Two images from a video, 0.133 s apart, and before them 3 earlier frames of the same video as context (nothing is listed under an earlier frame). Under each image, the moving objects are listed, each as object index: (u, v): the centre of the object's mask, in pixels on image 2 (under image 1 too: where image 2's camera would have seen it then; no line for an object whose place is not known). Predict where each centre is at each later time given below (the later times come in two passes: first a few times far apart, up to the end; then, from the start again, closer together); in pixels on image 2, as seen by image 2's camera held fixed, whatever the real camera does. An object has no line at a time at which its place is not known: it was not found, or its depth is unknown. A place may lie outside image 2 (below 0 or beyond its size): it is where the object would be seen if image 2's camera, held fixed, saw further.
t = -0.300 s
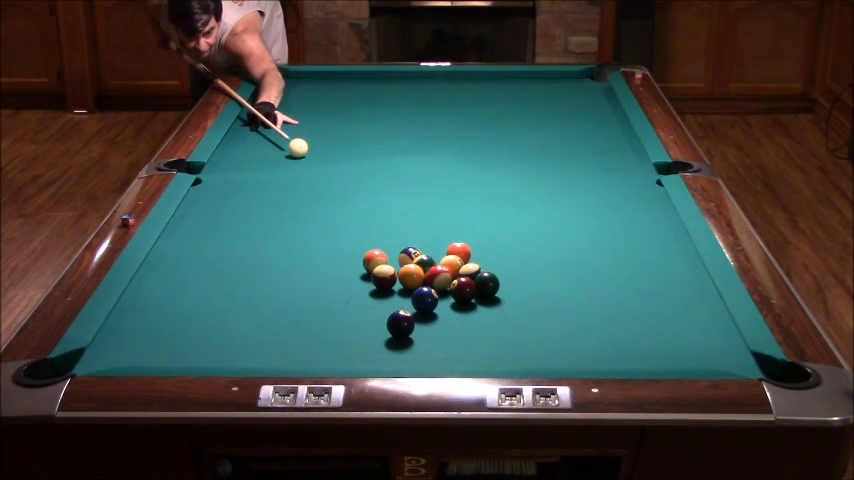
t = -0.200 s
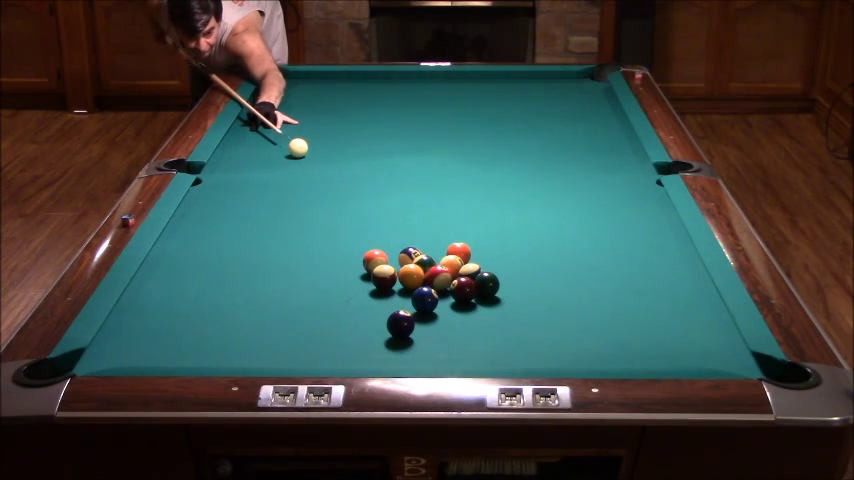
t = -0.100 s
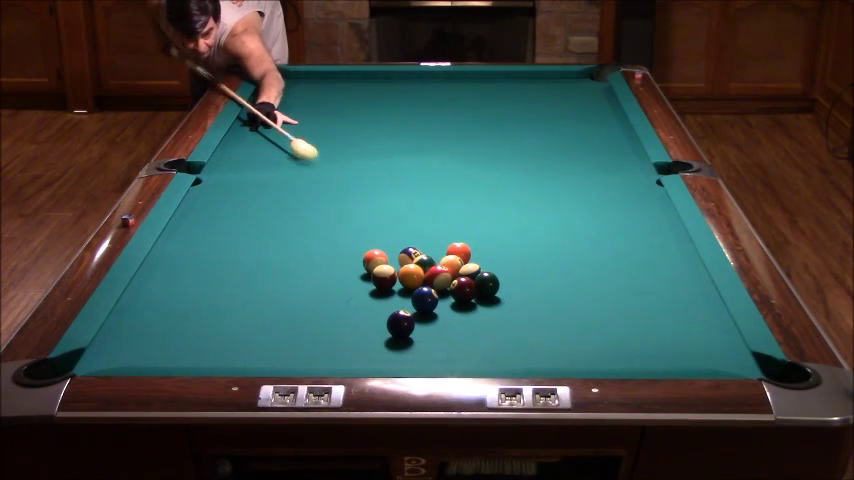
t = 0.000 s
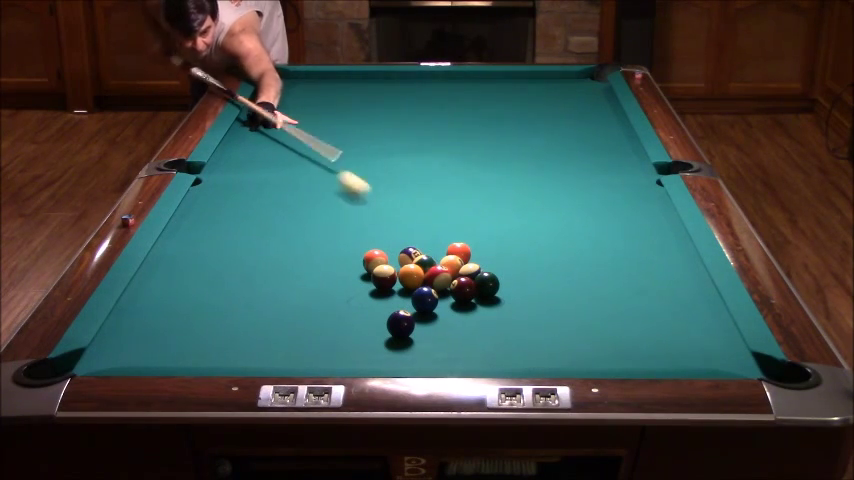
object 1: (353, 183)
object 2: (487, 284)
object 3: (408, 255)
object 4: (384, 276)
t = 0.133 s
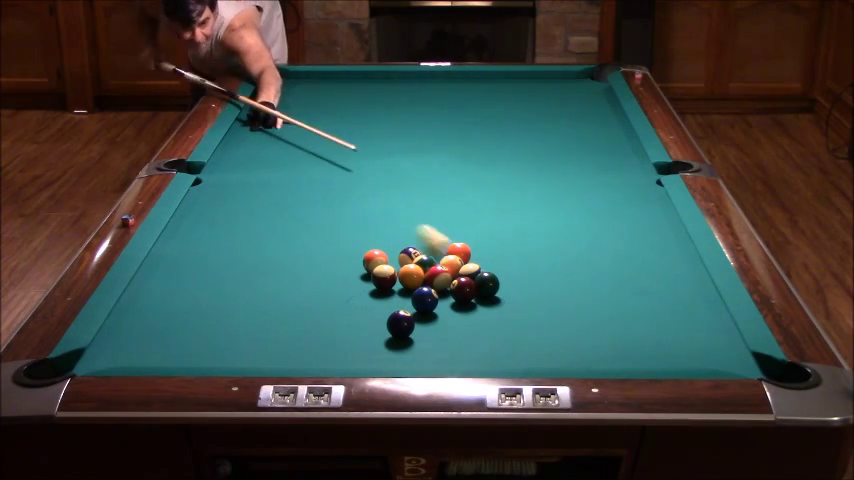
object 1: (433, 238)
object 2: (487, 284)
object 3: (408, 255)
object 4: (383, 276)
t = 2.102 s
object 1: (545, 278)
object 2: (595, 340)
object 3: (377, 272)
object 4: (360, 293)
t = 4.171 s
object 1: (562, 279)
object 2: (622, 353)
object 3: (378, 272)
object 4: (360, 292)
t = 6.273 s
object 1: (562, 279)
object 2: (622, 352)
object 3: (378, 272)
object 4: (360, 292)
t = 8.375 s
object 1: (562, 279)
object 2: (622, 352)
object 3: (378, 272)
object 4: (360, 292)
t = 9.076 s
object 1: (562, 279)
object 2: (622, 353)
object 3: (378, 272)
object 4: (360, 292)
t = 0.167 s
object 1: (437, 246)
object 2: (487, 284)
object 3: (408, 255)
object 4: (383, 276)
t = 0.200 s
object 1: (431, 249)
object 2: (487, 285)
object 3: (407, 255)
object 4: (384, 276)
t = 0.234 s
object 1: (432, 250)
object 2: (486, 285)
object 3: (401, 258)
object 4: (383, 276)
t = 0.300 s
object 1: (436, 252)
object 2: (487, 284)
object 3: (398, 261)
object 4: (383, 276)
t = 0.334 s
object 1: (438, 253)
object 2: (487, 285)
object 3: (397, 262)
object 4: (384, 276)
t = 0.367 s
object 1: (440, 253)
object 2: (487, 285)
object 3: (396, 263)
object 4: (382, 277)
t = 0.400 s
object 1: (440, 253)
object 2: (490, 286)
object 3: (396, 265)
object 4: (381, 277)
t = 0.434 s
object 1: (441, 254)
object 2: (492, 287)
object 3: (395, 267)
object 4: (380, 278)
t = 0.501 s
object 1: (444, 254)
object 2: (498, 290)
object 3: (393, 268)
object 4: (378, 280)
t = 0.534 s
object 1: (445, 255)
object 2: (500, 291)
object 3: (391, 267)
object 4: (376, 280)
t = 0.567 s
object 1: (446, 255)
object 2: (502, 293)
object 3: (390, 268)
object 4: (374, 282)
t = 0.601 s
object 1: (450, 255)
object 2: (505, 294)
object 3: (389, 269)
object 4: (374, 283)
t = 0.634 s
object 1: (453, 255)
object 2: (508, 295)
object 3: (388, 270)
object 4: (373, 283)
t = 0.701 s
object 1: (460, 257)
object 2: (513, 298)
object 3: (386, 269)
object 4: (372, 284)
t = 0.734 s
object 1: (463, 258)
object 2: (515, 299)
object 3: (385, 269)
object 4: (371, 284)
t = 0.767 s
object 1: (466, 259)
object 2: (518, 301)
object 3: (385, 269)
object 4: (370, 285)
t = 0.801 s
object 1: (468, 259)
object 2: (520, 302)
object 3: (384, 270)
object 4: (369, 285)
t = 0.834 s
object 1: (470, 260)
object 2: (523, 303)
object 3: (383, 270)
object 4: (369, 285)
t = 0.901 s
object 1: (475, 261)
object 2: (527, 306)
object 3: (382, 271)
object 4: (367, 286)
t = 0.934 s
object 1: (477, 262)
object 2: (530, 307)
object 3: (381, 271)
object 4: (366, 287)
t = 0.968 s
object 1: (479, 264)
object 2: (532, 308)
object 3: (381, 271)
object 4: (366, 287)
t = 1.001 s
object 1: (482, 264)
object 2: (534, 309)
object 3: (380, 271)
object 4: (365, 287)
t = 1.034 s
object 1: (485, 264)
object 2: (536, 311)
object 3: (379, 271)
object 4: (365, 288)
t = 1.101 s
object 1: (492, 266)
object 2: (541, 313)
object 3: (378, 271)
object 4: (364, 288)
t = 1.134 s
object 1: (495, 267)
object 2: (543, 314)
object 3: (378, 271)
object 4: (363, 289)
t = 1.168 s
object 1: (497, 267)
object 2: (545, 315)
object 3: (378, 271)
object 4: (363, 289)
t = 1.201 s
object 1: (500, 268)
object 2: (548, 316)
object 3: (377, 271)
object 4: (362, 289)
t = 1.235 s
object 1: (502, 269)
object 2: (550, 317)
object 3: (377, 271)
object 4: (362, 290)
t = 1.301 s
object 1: (506, 271)
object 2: (554, 320)
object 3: (377, 271)
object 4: (362, 290)
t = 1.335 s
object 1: (507, 272)
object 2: (556, 321)
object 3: (377, 271)
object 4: (361, 291)
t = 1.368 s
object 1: (509, 272)
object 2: (558, 322)
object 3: (377, 272)
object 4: (361, 291)
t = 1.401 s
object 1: (511, 273)
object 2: (560, 323)
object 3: (377, 272)
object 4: (361, 291)
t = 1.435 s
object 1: (513, 273)
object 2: (561, 324)
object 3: (377, 272)
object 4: (360, 291)
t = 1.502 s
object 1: (516, 274)
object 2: (565, 326)
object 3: (377, 272)
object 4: (360, 292)
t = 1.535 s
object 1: (518, 274)
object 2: (567, 327)
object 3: (377, 272)
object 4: (360, 292)
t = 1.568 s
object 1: (520, 275)
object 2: (569, 328)
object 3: (377, 272)
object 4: (360, 292)
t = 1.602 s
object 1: (522, 275)
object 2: (571, 328)
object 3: (377, 272)
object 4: (360, 292)
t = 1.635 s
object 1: (524, 275)
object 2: (573, 330)
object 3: (377, 272)
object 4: (360, 292)
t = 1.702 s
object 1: (527, 276)
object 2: (576, 332)
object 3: (377, 272)
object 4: (360, 293)
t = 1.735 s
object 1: (529, 276)
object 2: (578, 332)
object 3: (377, 272)
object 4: (360, 293)
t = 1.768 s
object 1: (530, 276)
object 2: (579, 333)
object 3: (377, 272)
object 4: (360, 293)
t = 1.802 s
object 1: (532, 276)
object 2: (581, 334)
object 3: (377, 272)
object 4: (360, 293)
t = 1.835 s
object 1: (534, 277)
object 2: (583, 335)
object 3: (377, 272)
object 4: (360, 293)
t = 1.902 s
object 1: (537, 277)
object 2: (586, 336)
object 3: (377, 272)
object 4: (360, 293)
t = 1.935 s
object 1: (538, 277)
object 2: (587, 337)
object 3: (377, 272)
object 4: (360, 293)
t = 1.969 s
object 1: (540, 277)
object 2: (589, 337)
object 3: (377, 272)
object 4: (360, 293)
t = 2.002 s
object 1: (541, 277)
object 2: (590, 338)
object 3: (377, 272)
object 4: (360, 293)
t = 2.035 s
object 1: (542, 278)
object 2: (592, 339)
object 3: (377, 272)
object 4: (360, 293)
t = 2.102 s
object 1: (545, 278)
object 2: (595, 340)
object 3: (377, 272)
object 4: (360, 293)
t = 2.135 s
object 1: (546, 278)
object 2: (596, 341)
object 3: (377, 272)
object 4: (360, 293)
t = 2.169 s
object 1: (547, 278)
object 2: (597, 341)
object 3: (377, 272)
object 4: (360, 293)
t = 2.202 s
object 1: (548, 278)
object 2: (599, 343)
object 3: (377, 272)
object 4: (360, 293)
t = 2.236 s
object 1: (549, 278)
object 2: (600, 343)
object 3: (377, 272)
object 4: (360, 293)
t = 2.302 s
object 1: (551, 278)
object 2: (603, 344)
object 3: (377, 272)
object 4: (360, 293)
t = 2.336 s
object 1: (552, 278)
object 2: (604, 345)
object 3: (377, 272)
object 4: (360, 293)
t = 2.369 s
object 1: (553, 278)
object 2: (605, 345)
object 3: (377, 272)
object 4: (360, 293)
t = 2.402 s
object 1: (554, 278)
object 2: (606, 346)
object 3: (377, 272)
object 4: (360, 293)
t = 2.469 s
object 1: (556, 278)
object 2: (608, 347)
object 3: (377, 272)
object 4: (360, 293)
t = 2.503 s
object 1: (556, 278)
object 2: (609, 347)
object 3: (377, 272)
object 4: (360, 293)
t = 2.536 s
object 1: (557, 278)
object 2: (610, 348)
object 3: (377, 272)
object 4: (360, 293)
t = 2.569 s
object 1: (558, 278)
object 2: (611, 348)
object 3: (377, 272)
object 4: (360, 293)
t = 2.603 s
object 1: (558, 278)
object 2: (612, 349)
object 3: (377, 272)
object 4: (360, 293)
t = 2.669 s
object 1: (559, 279)
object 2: (614, 349)
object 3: (377, 272)
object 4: (360, 293)
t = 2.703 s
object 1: (560, 279)
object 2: (615, 349)
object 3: (377, 272)
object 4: (360, 293)
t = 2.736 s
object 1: (560, 279)
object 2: (616, 349)
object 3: (377, 272)
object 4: (360, 293)
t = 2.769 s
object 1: (561, 279)
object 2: (616, 350)
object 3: (377, 272)
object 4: (360, 293)
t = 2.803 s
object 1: (561, 279)
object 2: (617, 350)
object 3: (377, 272)
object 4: (360, 293)
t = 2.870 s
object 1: (562, 279)
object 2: (618, 350)
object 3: (377, 272)
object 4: (360, 292)
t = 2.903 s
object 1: (562, 279)
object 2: (619, 351)
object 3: (377, 272)
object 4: (360, 293)
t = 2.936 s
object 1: (562, 279)
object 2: (619, 351)
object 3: (377, 272)
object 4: (360, 293)
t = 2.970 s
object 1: (562, 279)
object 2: (620, 351)
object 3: (377, 272)
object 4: (360, 293)
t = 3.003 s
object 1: (562, 279)
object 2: (621, 351)
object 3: (377, 272)
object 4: (360, 293)
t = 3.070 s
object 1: (562, 279)
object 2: (621, 351)
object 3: (377, 272)
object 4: (360, 293)
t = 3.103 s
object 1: (562, 279)
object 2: (622, 351)
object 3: (377, 272)
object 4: (360, 293)
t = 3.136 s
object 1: (562, 279)
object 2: (622, 351)
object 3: (377, 272)
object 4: (360, 293)
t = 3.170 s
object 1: (562, 279)
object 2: (622, 351)
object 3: (377, 272)
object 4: (360, 293)
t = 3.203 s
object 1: (562, 279)
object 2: (622, 352)
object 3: (377, 272)
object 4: (360, 293)
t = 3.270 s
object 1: (562, 279)
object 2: (622, 352)
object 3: (377, 272)
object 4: (360, 293)
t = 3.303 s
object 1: (562, 279)
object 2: (622, 352)
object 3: (377, 272)
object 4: (360, 293)
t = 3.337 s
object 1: (562, 279)
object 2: (622, 352)
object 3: (377, 272)
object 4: (360, 293)
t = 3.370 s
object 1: (562, 279)
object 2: (622, 352)
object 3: (377, 272)
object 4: (360, 293)
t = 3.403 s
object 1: (562, 279)
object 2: (622, 352)
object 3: (377, 272)
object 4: (360, 293)
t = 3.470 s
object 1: (562, 279)
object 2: (622, 352)
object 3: (377, 272)
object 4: (360, 293)
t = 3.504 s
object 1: (562, 279)
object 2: (622, 352)
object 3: (377, 272)
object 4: (360, 293)
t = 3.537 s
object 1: (562, 279)
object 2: (622, 352)
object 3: (377, 272)
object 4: (360, 293)
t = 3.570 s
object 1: (562, 279)
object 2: (622, 352)
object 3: (377, 272)
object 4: (360, 293)
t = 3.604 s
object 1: (562, 279)
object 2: (622, 352)
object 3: (377, 272)
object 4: (360, 293)
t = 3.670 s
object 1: (562, 279)
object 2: (622, 352)
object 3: (377, 272)
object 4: (360, 293)
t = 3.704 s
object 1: (562, 279)
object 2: (622, 352)
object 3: (377, 272)
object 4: (360, 293)
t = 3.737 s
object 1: (562, 279)
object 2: (622, 352)
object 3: (377, 272)
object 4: (360, 293)
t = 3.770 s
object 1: (562, 279)
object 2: (622, 352)
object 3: (377, 272)
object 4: (360, 293)
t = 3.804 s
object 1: (562, 278)
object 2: (622, 353)
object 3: (378, 272)
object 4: (360, 292)
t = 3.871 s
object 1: (562, 278)
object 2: (622, 352)
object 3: (378, 272)
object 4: (360, 292)
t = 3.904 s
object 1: (562, 278)
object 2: (622, 352)
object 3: (378, 272)
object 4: (360, 292)
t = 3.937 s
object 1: (562, 279)
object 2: (622, 353)
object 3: (378, 272)
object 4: (360, 292)
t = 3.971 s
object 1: (562, 278)
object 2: (622, 352)
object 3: (377, 272)
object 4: (360, 292)
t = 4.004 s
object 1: (562, 278)
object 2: (622, 352)
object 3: (378, 272)
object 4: (360, 292)
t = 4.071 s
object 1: (562, 278)
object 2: (622, 352)
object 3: (377, 272)
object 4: (360, 292)
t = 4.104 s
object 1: (562, 278)
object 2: (622, 352)
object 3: (377, 272)
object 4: (360, 292)
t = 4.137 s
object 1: (562, 279)
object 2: (622, 352)
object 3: (377, 272)
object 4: (360, 292)
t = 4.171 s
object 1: (562, 279)
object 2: (622, 353)
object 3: (378, 272)
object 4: (360, 292)
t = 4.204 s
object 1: (562, 279)
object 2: (622, 353)
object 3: (378, 272)
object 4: (360, 292)
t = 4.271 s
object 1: (562, 279)
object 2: (622, 352)
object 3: (378, 272)
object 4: (360, 292)
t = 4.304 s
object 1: (562, 279)
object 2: (622, 352)
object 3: (378, 272)
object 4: (360, 292)
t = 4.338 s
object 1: (562, 279)
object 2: (622, 353)
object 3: (377, 272)
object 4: (360, 292)
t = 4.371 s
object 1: (562, 279)
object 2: (622, 352)
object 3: (378, 272)
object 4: (360, 292)
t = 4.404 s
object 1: (562, 279)
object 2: (622, 352)
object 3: (377, 272)
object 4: (360, 292)
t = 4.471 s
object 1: (562, 279)
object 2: (622, 353)
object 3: (378, 272)
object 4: (360, 292)
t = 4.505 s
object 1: (562, 279)
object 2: (622, 353)
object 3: (378, 272)
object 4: (360, 292)
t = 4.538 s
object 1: (562, 278)
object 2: (622, 352)
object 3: (378, 272)
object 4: (360, 292)
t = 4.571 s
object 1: (562, 279)
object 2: (622, 353)
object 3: (378, 272)
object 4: (360, 292)
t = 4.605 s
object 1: (562, 278)
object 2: (622, 353)
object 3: (377, 272)
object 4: (360, 292)
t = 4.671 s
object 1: (562, 279)
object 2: (622, 353)
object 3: (378, 272)
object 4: (360, 292)
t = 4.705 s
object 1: (562, 279)
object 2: (622, 353)
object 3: (378, 272)
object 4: (360, 292)
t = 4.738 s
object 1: (562, 279)
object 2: (622, 353)
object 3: (378, 272)
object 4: (360, 292)
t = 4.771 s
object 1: (562, 279)
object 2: (622, 352)
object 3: (378, 272)
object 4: (360, 292)
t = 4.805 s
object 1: (562, 279)
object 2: (622, 352)
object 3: (378, 272)
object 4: (360, 292)
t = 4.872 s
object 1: (562, 279)
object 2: (622, 352)
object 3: (378, 272)
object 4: (360, 292)
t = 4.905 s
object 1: (562, 278)
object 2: (622, 353)
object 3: (378, 272)
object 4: (360, 292)
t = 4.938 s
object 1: (562, 278)
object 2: (622, 352)
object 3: (378, 272)
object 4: (360, 292)
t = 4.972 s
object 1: (562, 278)
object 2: (622, 353)
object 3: (378, 272)
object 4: (360, 292)
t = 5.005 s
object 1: (562, 278)
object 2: (622, 352)
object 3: (378, 272)
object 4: (360, 292)
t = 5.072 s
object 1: (562, 279)
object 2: (622, 352)
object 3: (377, 272)
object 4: (360, 292)
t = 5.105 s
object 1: (562, 278)
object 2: (622, 353)
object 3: (378, 272)
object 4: (360, 292)
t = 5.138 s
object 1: (562, 278)
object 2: (622, 353)
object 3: (378, 272)
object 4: (360, 292)
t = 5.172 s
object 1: (562, 278)
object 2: (622, 352)
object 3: (378, 272)
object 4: (360, 292)
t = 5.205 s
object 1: (562, 279)
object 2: (622, 352)
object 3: (378, 272)
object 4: (360, 292)
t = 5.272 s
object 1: (562, 279)
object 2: (622, 353)
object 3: (378, 272)
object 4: (360, 292)
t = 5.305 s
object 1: (562, 279)
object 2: (622, 352)
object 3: (378, 272)
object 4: (360, 292)
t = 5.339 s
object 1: (562, 278)
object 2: (622, 352)
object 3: (378, 272)
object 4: (360, 292)
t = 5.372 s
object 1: (562, 278)
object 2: (622, 352)
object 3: (378, 272)
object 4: (360, 292)
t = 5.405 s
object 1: (562, 278)
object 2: (622, 352)
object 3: (377, 272)
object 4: (360, 292)
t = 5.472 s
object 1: (562, 278)
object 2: (622, 352)
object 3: (377, 272)
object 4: (360, 292)
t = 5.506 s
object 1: (562, 278)
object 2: (622, 353)
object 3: (377, 272)
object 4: (360, 292)
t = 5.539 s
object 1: (562, 278)
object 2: (622, 352)
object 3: (377, 272)
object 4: (360, 292)
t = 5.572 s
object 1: (562, 278)
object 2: (622, 352)
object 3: (378, 272)
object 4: (360, 292)
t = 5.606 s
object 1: (562, 278)
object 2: (622, 352)
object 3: (377, 272)
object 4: (360, 292)
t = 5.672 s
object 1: (562, 278)
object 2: (622, 352)
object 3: (377, 272)
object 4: (360, 292)
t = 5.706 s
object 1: (562, 278)
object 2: (622, 352)
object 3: (378, 272)
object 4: (360, 292)
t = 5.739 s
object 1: (562, 278)
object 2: (622, 352)
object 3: (378, 272)
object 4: (360, 292)
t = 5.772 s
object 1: (562, 278)
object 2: (622, 352)
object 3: (377, 272)
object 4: (360, 292)
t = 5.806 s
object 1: (562, 278)
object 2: (622, 352)
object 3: (377, 272)
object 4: (360, 292)
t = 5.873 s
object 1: (562, 278)
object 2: (622, 352)
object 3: (377, 272)
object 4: (360, 292)
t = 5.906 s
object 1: (562, 278)
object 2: (622, 352)
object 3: (378, 272)
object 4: (360, 292)
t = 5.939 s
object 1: (562, 278)
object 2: (622, 352)
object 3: (377, 272)
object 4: (360, 292)
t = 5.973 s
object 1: (562, 279)
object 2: (622, 353)
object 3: (378, 272)
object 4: (360, 292)
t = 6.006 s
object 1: (562, 279)
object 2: (622, 352)
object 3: (378, 272)
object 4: (360, 292)
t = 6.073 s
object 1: (562, 278)
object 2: (622, 353)
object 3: (378, 272)
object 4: (360, 292)
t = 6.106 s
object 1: (562, 278)
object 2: (622, 352)
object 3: (378, 272)
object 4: (360, 292)
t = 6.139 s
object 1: (562, 278)
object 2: (622, 353)
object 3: (377, 272)
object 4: (360, 292)
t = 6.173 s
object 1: (562, 279)
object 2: (622, 353)
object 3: (378, 272)
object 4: (360, 292)
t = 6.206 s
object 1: (562, 279)
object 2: (622, 353)
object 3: (378, 272)
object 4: (360, 292)
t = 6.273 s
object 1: (562, 279)
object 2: (622, 352)
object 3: (378, 272)
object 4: (360, 292)
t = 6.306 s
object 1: (562, 279)
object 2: (622, 353)
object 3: (378, 272)
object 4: (360, 292)
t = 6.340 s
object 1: (562, 279)
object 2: (622, 352)
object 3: (378, 272)
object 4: (360, 292)
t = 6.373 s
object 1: (562, 279)
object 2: (622, 352)
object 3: (377, 272)
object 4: (360, 292)
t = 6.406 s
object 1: (562, 279)
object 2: (622, 352)
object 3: (378, 272)
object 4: (360, 292)
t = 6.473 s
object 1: (562, 279)
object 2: (622, 353)
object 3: (378, 272)
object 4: (360, 292)
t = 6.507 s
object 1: (562, 279)
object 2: (622, 352)
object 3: (377, 272)
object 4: (360, 292)
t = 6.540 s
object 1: (562, 279)
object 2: (622, 353)
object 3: (377, 272)
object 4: (360, 292)
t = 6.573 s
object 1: (562, 279)
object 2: (622, 353)
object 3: (377, 272)
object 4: (360, 292)
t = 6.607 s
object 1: (562, 279)
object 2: (622, 352)
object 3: (378, 272)
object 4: (360, 292)
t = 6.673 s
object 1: (562, 279)
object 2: (622, 353)
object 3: (377, 272)
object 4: (360, 292)
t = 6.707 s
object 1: (562, 279)
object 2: (622, 352)
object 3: (377, 272)
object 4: (360, 292)
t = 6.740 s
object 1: (562, 279)
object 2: (622, 353)
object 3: (377, 272)
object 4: (360, 292)
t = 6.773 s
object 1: (562, 279)
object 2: (622, 353)
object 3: (377, 272)
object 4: (360, 292)
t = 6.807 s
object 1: (562, 279)
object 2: (622, 352)
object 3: (377, 272)
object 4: (360, 292)
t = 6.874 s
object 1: (562, 279)
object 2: (622, 353)
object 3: (377, 272)
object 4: (360, 292)
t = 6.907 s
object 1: (562, 279)
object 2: (622, 352)
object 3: (377, 272)
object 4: (360, 292)
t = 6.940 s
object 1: (562, 279)
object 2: (622, 352)
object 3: (378, 272)
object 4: (360, 292)
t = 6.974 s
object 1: (562, 279)
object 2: (622, 352)
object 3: (378, 272)
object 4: (360, 292)
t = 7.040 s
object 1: (562, 278)
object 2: (622, 352)
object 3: (378, 272)
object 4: (360, 292)
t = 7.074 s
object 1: (562, 279)
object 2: (622, 353)
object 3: (378, 272)
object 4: (360, 292)
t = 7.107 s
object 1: (562, 279)
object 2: (622, 353)
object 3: (378, 272)
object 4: (360, 292)
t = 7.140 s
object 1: (562, 279)
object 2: (622, 353)
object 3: (378, 272)
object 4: (360, 292)
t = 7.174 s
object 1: (562, 278)
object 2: (622, 353)
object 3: (378, 272)
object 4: (360, 292)
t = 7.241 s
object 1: (562, 278)
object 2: (622, 352)
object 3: (377, 272)
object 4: (360, 292)
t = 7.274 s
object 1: (562, 278)
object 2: (622, 352)
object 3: (377, 272)
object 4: (360, 292)
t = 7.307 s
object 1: (562, 278)
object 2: (622, 353)
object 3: (378, 272)
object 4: (360, 292)
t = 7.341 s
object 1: (562, 278)
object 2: (622, 353)
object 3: (378, 272)
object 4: (360, 292)
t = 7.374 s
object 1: (562, 278)
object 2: (622, 353)
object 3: (377, 272)
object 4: (360, 292)
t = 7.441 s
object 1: (562, 278)
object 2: (622, 352)
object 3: (377, 272)
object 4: (360, 292)
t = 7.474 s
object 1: (562, 279)
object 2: (622, 352)
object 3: (377, 272)
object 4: (360, 292)
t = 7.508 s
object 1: (562, 279)
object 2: (622, 352)
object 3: (377, 272)
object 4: (360, 292)
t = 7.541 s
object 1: (562, 279)
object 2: (622, 353)
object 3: (377, 272)
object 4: (360, 292)
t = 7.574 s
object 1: (562, 279)
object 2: (622, 352)
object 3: (377, 272)
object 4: (360, 292)
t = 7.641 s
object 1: (562, 279)
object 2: (622, 352)
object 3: (377, 272)
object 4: (360, 292)
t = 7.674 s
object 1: (562, 279)
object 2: (622, 352)
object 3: (377, 272)
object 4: (360, 292)
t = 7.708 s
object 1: (562, 279)
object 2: (622, 352)
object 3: (377, 272)
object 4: (360, 292)
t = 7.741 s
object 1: (562, 279)
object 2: (622, 353)
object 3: (378, 272)
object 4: (360, 292)
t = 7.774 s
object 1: (562, 279)
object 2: (622, 353)
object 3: (377, 272)
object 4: (360, 292)
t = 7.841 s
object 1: (562, 279)
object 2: (622, 353)
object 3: (377, 272)
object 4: (360, 292)
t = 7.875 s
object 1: (562, 279)
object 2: (622, 352)
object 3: (378, 272)
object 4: (360, 292)
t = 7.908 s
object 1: (562, 279)
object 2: (622, 352)
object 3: (378, 272)
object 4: (360, 292)
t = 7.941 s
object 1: (562, 279)
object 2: (622, 353)
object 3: (378, 272)
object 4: (360, 292)
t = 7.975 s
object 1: (562, 279)
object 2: (622, 352)
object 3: (377, 272)
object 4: (360, 292)
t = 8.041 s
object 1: (562, 279)
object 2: (622, 352)
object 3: (377, 272)
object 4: (360, 292)
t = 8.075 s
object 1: (562, 279)
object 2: (622, 353)
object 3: (377, 272)
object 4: (360, 292)
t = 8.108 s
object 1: (562, 279)
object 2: (622, 353)
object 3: (377, 272)
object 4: (360, 292)
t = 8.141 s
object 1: (562, 279)
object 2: (622, 353)
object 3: (377, 272)
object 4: (360, 292)
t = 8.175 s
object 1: (562, 278)
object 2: (622, 352)
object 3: (377, 272)
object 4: (360, 292)
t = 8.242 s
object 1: (562, 279)
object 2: (622, 352)
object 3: (377, 272)
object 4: (360, 292)
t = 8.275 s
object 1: (562, 278)
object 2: (622, 353)
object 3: (377, 272)
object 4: (360, 292)
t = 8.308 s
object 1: (562, 278)
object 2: (622, 353)
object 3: (377, 272)
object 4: (360, 292)
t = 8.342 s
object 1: (562, 279)
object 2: (622, 352)
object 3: (378, 272)
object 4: (360, 292)
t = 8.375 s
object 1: (562, 279)
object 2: (622, 352)
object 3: (378, 272)
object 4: (360, 292)
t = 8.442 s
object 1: (562, 279)
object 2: (622, 352)
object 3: (378, 272)
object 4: (360, 292)
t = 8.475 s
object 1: (562, 278)
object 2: (622, 353)
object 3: (378, 272)
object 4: (360, 292)
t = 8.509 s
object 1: (562, 279)
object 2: (622, 352)
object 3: (378, 272)
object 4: (360, 292)
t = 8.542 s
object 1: (562, 279)
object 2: (622, 353)
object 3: (378, 272)
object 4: (360, 292)
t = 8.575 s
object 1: (562, 278)
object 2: (622, 353)
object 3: (378, 272)
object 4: (360, 292)
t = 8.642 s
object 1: (562, 278)
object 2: (622, 352)
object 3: (378, 272)
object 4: (360, 292)
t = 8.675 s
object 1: (562, 279)
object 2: (622, 353)
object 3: (378, 272)
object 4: (360, 292)
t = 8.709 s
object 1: (562, 278)
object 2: (622, 352)
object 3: (378, 272)
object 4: (360, 292)
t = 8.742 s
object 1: (562, 279)
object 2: (622, 352)
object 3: (378, 272)
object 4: (360, 292)
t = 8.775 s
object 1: (562, 278)
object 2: (622, 352)
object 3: (378, 272)
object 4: (360, 292)
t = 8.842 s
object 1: (562, 278)
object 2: (622, 353)
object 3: (378, 272)
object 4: (360, 292)
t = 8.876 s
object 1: (562, 278)
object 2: (622, 353)
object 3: (378, 272)
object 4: (360, 292)
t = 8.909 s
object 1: (562, 279)
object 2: (622, 352)
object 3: (378, 272)
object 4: (360, 292)
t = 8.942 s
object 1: (562, 279)
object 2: (622, 352)
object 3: (378, 272)
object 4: (360, 292)
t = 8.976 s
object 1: (562, 279)
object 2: (622, 353)
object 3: (378, 272)
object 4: (360, 292)
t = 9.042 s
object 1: (562, 279)
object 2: (622, 353)
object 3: (378, 272)
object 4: (360, 292)
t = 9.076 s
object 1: (562, 279)
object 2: (622, 353)
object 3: (378, 272)
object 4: (360, 292)
